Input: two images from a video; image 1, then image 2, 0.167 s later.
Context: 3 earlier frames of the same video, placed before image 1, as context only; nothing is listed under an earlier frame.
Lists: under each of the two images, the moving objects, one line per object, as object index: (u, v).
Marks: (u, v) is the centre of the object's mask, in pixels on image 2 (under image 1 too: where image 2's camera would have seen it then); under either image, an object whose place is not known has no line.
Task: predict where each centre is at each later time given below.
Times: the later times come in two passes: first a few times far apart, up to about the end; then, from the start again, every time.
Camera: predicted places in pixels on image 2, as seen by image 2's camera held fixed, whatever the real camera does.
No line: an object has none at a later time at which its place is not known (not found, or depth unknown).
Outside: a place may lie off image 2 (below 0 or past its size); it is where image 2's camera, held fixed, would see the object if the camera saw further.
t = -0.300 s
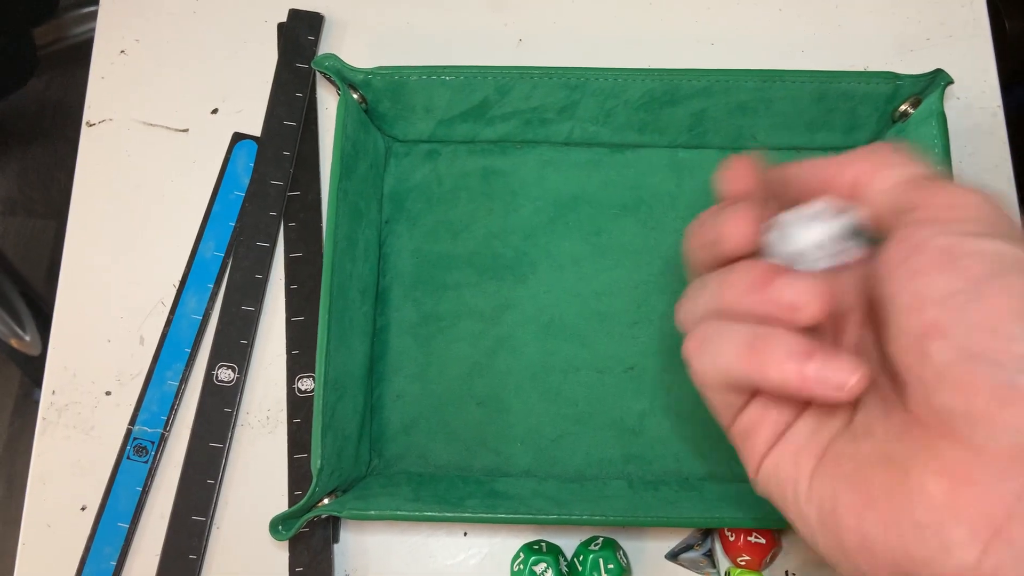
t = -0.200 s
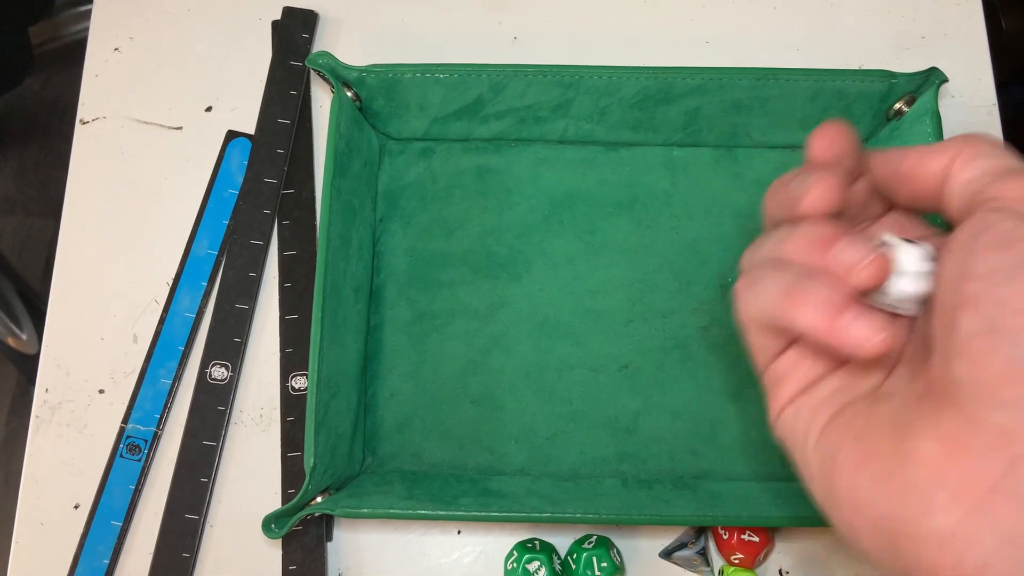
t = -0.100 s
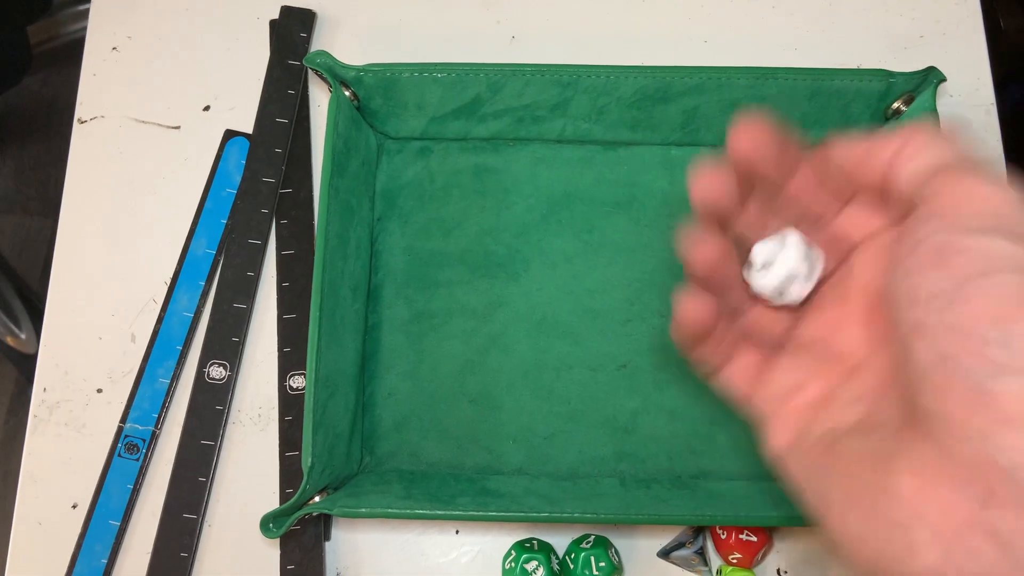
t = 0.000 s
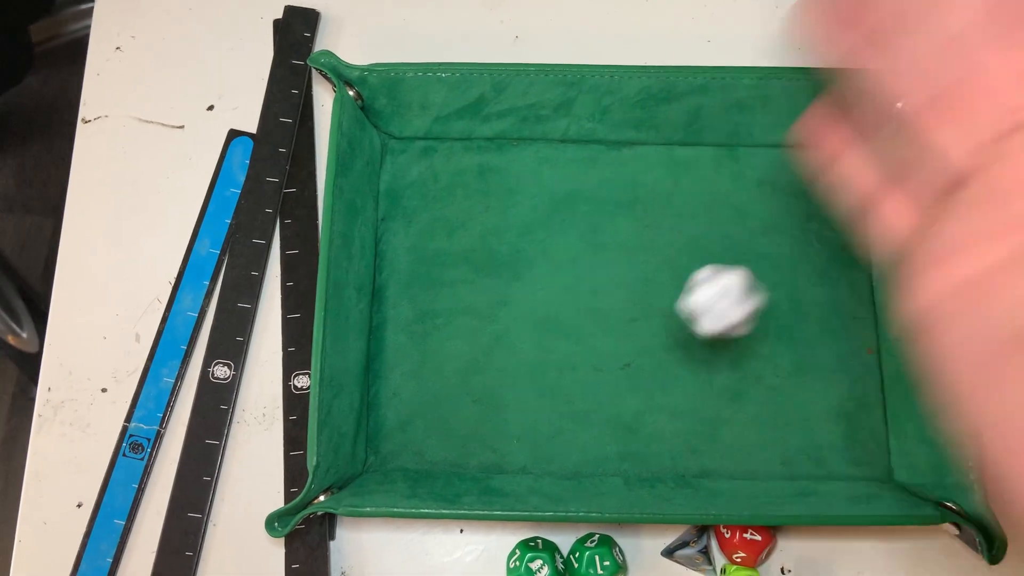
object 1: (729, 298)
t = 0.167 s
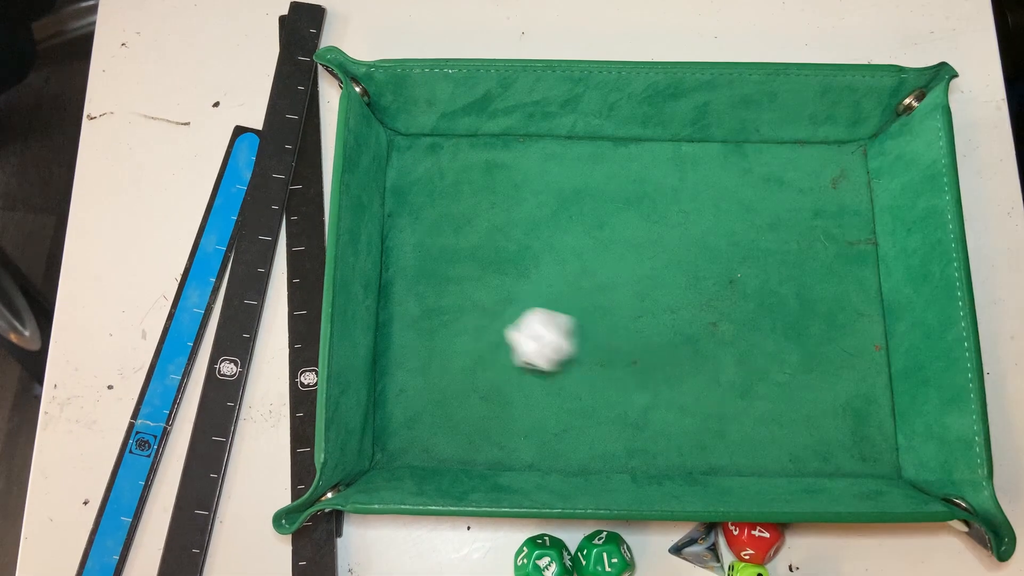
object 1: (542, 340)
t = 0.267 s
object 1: (432, 314)
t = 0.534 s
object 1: (473, 255)
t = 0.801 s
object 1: (530, 257)
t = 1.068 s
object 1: (528, 257)
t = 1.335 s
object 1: (527, 257)
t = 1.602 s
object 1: (528, 256)
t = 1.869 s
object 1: (527, 256)
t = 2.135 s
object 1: (527, 256)
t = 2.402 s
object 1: (528, 257)
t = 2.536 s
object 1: (528, 257)
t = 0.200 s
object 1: (506, 340)
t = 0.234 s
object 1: (467, 327)
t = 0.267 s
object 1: (432, 314)
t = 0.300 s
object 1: (402, 299)
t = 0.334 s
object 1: (398, 286)
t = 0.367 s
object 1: (407, 279)
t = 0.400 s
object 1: (421, 268)
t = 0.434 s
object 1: (436, 261)
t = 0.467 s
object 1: (449, 255)
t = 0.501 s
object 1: (463, 254)
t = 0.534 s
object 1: (473, 255)
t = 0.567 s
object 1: (479, 255)
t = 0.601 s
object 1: (484, 256)
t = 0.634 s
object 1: (491, 257)
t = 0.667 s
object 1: (500, 260)
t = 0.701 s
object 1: (510, 258)
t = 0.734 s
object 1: (518, 256)
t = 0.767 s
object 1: (527, 256)
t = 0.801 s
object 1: (530, 257)
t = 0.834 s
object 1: (528, 257)
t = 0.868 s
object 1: (527, 255)
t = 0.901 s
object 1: (528, 257)
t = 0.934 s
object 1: (528, 256)
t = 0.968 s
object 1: (528, 256)
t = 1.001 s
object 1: (528, 256)
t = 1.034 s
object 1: (528, 257)
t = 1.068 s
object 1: (528, 257)
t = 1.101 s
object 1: (528, 256)
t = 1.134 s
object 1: (527, 256)
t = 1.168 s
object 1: (528, 257)
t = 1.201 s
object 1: (528, 257)
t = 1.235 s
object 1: (527, 257)
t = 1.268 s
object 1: (527, 257)
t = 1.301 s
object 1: (527, 257)
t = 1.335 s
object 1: (527, 257)
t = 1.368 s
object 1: (528, 257)
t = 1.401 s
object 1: (527, 257)
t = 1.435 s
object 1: (528, 257)
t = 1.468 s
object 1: (528, 257)
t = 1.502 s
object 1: (528, 256)
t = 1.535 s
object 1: (528, 256)
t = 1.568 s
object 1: (528, 256)
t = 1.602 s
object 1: (528, 256)
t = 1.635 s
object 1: (528, 256)
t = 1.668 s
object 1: (528, 256)
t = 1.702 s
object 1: (528, 256)
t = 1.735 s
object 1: (527, 256)
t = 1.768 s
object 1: (527, 256)
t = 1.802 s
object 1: (527, 256)
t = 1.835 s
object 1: (527, 256)
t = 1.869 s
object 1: (527, 256)
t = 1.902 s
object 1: (527, 256)
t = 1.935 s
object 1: (527, 256)
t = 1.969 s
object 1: (527, 256)
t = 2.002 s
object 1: (527, 256)
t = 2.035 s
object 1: (527, 256)
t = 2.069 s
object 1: (527, 256)
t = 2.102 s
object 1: (527, 256)
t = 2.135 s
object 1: (527, 256)
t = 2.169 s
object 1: (527, 256)
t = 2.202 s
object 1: (527, 256)
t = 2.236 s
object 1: (527, 256)
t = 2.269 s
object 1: (527, 257)
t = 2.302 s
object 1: (527, 257)
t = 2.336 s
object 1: (527, 257)
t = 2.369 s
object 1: (528, 257)
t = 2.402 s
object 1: (528, 257)
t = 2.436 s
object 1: (528, 257)
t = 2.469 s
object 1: (528, 257)
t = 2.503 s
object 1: (528, 257)
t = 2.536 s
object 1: (528, 257)
